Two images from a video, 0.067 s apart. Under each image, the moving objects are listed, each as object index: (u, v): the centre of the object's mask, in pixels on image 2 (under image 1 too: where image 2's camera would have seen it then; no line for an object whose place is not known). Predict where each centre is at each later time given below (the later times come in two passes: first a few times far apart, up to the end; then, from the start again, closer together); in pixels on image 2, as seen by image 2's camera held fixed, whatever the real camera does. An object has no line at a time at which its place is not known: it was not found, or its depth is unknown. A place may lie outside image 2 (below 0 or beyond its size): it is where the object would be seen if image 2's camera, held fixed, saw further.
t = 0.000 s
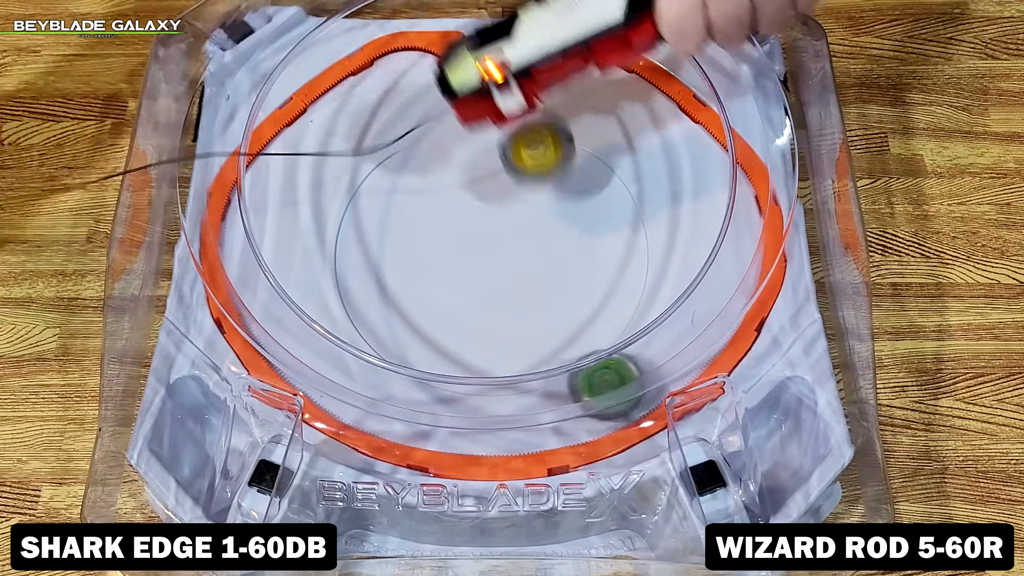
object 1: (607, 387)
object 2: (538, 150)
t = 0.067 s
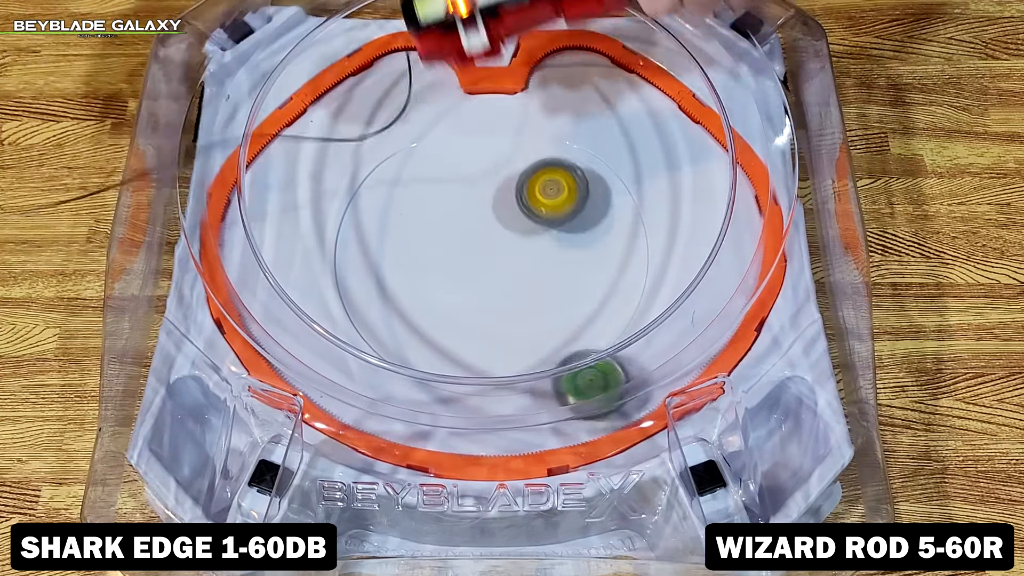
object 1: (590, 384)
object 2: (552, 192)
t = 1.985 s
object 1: (577, 410)
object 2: (445, 432)
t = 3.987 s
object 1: (471, 299)
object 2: (516, 88)
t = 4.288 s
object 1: (590, 384)
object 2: (404, 232)
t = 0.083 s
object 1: (588, 383)
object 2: (554, 200)
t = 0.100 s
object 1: (584, 382)
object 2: (556, 209)
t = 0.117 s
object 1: (578, 378)
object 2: (558, 220)
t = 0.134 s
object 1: (574, 378)
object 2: (561, 227)
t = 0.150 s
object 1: (571, 377)
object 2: (564, 235)
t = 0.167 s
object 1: (567, 376)
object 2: (567, 242)
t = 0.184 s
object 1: (563, 375)
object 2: (571, 248)
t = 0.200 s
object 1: (559, 373)
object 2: (576, 254)
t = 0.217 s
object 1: (555, 371)
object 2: (580, 259)
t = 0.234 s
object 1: (551, 369)
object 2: (586, 264)
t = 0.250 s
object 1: (553, 368)
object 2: (589, 267)
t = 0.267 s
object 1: (543, 362)
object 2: (594, 269)
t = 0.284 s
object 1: (545, 362)
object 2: (598, 271)
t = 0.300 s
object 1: (541, 359)
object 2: (604, 272)
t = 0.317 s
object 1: (532, 349)
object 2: (609, 273)
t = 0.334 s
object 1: (534, 346)
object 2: (613, 272)
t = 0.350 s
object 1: (538, 343)
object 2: (619, 271)
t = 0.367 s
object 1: (538, 339)
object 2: (625, 269)
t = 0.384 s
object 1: (537, 334)
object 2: (630, 267)
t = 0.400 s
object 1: (537, 328)
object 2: (634, 263)
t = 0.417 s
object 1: (536, 322)
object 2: (638, 258)
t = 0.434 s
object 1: (535, 316)
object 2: (642, 252)
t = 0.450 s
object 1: (533, 310)
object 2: (639, 246)
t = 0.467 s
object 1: (529, 304)
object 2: (637, 240)
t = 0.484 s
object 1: (526, 298)
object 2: (635, 233)
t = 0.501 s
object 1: (522, 293)
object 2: (632, 224)
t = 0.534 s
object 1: (513, 284)
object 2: (628, 206)
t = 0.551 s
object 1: (508, 280)
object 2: (625, 197)
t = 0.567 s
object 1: (501, 276)
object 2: (619, 187)
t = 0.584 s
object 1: (495, 273)
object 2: (613, 179)
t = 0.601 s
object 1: (489, 270)
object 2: (604, 170)
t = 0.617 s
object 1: (482, 267)
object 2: (592, 163)
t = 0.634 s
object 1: (475, 265)
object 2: (579, 157)
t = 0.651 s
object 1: (469, 264)
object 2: (565, 152)
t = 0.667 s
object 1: (462, 263)
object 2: (551, 149)
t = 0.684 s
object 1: (456, 262)
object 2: (535, 148)
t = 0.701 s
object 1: (450, 262)
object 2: (518, 147)
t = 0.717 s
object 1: (443, 262)
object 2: (501, 147)
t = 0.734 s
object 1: (438, 263)
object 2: (484, 150)
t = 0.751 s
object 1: (433, 264)
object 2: (467, 154)
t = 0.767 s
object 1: (428, 266)
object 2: (450, 159)
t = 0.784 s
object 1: (424, 268)
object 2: (433, 166)
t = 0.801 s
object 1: (421, 270)
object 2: (417, 173)
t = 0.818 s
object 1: (418, 272)
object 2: (403, 183)
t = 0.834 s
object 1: (414, 274)
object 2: (389, 194)
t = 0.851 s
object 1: (413, 276)
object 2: (376, 206)
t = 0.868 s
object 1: (408, 283)
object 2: (365, 211)
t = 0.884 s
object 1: (425, 326)
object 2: (340, 181)
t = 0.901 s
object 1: (448, 367)
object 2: (321, 152)
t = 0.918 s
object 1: (464, 390)
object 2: (301, 125)
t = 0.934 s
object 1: (488, 426)
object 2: (291, 104)
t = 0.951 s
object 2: (291, 110)
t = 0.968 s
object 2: (293, 125)
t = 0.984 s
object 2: (298, 143)
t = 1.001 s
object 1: (581, 375)
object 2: (304, 165)
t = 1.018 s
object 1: (602, 355)
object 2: (311, 189)
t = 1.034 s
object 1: (620, 336)
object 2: (319, 218)
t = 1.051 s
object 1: (637, 318)
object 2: (326, 249)
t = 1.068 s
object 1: (651, 294)
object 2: (335, 272)
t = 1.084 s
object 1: (662, 273)
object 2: (338, 291)
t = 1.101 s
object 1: (676, 252)
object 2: (343, 308)
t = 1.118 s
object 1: (685, 235)
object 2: (346, 332)
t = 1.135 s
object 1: (693, 219)
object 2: (355, 356)
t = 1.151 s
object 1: (702, 205)
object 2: (364, 374)
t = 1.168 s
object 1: (708, 189)
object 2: (370, 398)
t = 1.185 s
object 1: (712, 174)
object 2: (387, 416)
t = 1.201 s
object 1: (716, 162)
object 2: (406, 421)
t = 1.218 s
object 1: (717, 152)
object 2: (432, 415)
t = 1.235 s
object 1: (717, 142)
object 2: (452, 414)
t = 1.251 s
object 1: (716, 133)
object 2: (480, 406)
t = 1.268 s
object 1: (713, 126)
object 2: (506, 391)
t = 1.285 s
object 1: (709, 118)
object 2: (531, 386)
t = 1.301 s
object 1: (703, 112)
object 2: (559, 378)
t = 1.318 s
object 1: (695, 106)
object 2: (583, 367)
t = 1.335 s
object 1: (686, 101)
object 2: (607, 354)
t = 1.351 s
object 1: (681, 95)
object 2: (626, 340)
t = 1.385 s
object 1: (666, 85)
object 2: (667, 307)
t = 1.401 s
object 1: (657, 80)
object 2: (682, 292)
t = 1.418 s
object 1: (648, 75)
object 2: (696, 273)
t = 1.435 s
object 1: (639, 70)
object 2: (708, 255)
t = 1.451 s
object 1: (630, 65)
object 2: (717, 236)
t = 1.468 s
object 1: (620, 59)
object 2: (725, 217)
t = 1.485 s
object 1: (610, 54)
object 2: (731, 198)
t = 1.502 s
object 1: (601, 49)
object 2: (735, 180)
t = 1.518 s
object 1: (591, 44)
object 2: (735, 162)
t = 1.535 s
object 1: (581, 38)
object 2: (735, 146)
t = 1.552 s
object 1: (570, 36)
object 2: (714, 122)
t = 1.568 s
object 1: (559, 38)
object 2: (679, 99)
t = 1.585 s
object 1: (548, 53)
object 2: (646, 79)
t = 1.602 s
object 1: (537, 68)
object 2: (613, 61)
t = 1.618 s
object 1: (513, 96)
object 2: (597, 43)
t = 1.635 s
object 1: (480, 123)
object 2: (573, 30)
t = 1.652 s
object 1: (451, 147)
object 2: (533, 45)
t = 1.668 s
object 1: (423, 173)
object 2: (496, 57)
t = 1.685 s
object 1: (395, 195)
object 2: (455, 77)
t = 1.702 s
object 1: (371, 216)
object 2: (417, 97)
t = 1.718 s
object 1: (345, 234)
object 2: (377, 120)
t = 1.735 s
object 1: (327, 252)
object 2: (341, 143)
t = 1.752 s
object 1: (312, 271)
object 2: (305, 157)
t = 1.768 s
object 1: (300, 288)
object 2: (270, 169)
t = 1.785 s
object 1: (286, 312)
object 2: (233, 184)
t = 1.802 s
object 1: (272, 335)
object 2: (197, 201)
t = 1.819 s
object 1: (291, 346)
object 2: (184, 222)
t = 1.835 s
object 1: (335, 351)
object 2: (202, 246)
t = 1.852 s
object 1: (352, 359)
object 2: (224, 275)
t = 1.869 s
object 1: (393, 374)
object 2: (241, 301)
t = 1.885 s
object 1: (426, 383)
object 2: (263, 325)
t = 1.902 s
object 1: (453, 392)
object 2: (289, 344)
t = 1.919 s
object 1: (475, 394)
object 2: (316, 363)
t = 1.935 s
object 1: (498, 393)
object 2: (342, 384)
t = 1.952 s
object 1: (522, 398)
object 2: (375, 402)
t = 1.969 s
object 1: (550, 406)
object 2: (410, 416)
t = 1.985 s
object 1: (577, 410)
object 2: (445, 432)
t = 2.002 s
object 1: (595, 410)
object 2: (478, 444)
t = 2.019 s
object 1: (621, 407)
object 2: (523, 436)
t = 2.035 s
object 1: (689, 394)
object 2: (500, 421)
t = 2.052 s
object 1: (735, 359)
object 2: (468, 412)
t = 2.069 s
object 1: (784, 317)
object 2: (441, 400)
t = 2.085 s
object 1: (818, 286)
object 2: (409, 393)
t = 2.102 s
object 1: (810, 262)
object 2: (375, 387)
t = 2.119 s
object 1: (770, 231)
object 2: (345, 381)
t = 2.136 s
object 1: (733, 205)
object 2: (324, 368)
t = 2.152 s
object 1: (703, 186)
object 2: (302, 358)
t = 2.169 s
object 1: (681, 160)
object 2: (275, 346)
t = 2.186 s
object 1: (658, 132)
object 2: (253, 336)
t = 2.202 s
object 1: (635, 106)
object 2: (250, 320)
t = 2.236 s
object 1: (591, 69)
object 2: (253, 283)
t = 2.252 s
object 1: (571, 50)
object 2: (255, 263)
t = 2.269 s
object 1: (554, 37)
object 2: (256, 246)
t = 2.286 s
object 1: (550, 43)
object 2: (256, 228)
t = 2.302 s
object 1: (546, 54)
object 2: (259, 213)
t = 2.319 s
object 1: (544, 67)
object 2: (260, 200)
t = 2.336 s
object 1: (543, 82)
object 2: (260, 186)
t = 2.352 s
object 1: (548, 107)
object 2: (261, 174)
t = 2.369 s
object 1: (542, 127)
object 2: (262, 163)
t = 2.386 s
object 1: (535, 150)
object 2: (263, 153)
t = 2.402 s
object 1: (533, 170)
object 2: (263, 144)
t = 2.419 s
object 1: (531, 184)
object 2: (262, 137)
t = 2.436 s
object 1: (527, 199)
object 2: (261, 129)
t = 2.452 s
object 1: (522, 216)
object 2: (261, 127)
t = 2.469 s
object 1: (516, 236)
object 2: (264, 134)
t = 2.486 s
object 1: (511, 257)
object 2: (267, 146)
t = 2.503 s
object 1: (510, 269)
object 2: (274, 158)
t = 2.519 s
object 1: (506, 283)
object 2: (276, 172)
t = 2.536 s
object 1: (502, 299)
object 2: (277, 181)
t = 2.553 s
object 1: (501, 309)
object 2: (279, 193)
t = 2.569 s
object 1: (499, 319)
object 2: (280, 206)
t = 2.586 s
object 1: (497, 330)
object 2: (280, 216)
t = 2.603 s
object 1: (498, 338)
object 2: (278, 229)
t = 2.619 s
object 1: (497, 342)
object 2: (275, 240)
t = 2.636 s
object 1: (497, 346)
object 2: (272, 251)
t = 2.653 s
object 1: (500, 348)
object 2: (267, 264)
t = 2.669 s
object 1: (503, 350)
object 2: (265, 275)
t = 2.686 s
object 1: (507, 351)
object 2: (261, 286)
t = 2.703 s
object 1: (514, 350)
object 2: (250, 302)
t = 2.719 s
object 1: (521, 350)
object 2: (247, 313)
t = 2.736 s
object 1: (528, 346)
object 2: (266, 324)
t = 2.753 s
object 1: (538, 345)
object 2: (298, 331)
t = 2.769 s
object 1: (546, 344)
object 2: (327, 349)
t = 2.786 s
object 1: (553, 340)
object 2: (350, 364)
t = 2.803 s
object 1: (562, 337)
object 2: (372, 375)
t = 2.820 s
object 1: (573, 337)
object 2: (393, 391)
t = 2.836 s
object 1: (577, 334)
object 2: (415, 406)
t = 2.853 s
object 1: (587, 329)
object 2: (443, 415)
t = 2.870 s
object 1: (594, 324)
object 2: (464, 422)
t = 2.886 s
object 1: (603, 320)
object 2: (488, 429)
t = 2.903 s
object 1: (610, 316)
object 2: (514, 430)
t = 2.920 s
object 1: (618, 313)
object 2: (557, 417)
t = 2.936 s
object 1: (623, 308)
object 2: (594, 404)
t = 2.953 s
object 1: (627, 304)
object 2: (632, 389)
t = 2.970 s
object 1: (628, 297)
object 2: (665, 369)
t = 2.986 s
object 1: (630, 290)
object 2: (701, 346)
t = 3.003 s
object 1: (633, 283)
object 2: (727, 312)
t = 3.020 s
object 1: (634, 277)
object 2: (753, 274)
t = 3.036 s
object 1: (635, 269)
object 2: (763, 235)
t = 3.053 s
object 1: (635, 261)
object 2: (763, 200)
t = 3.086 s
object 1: (636, 246)
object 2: (736, 135)
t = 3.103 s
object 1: (637, 239)
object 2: (711, 110)
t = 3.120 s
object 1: (635, 233)
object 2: (677, 87)
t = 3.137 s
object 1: (634, 227)
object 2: (641, 62)
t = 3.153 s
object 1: (631, 220)
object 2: (607, 42)
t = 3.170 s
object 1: (626, 215)
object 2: (570, 25)
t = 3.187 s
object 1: (622, 210)
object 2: (543, 35)
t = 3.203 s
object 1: (618, 205)
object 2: (519, 48)
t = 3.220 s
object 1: (613, 200)
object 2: (493, 65)
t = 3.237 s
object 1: (609, 197)
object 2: (468, 84)
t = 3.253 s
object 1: (605, 195)
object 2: (441, 107)
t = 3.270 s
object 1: (600, 193)
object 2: (418, 131)
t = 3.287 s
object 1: (596, 192)
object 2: (394, 149)
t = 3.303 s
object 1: (590, 191)
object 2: (370, 161)
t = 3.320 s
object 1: (586, 190)
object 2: (345, 174)
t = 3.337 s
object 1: (581, 190)
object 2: (320, 194)
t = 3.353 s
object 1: (576, 190)
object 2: (296, 212)
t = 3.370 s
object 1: (570, 190)
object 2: (276, 222)
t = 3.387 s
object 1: (564, 191)
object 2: (249, 237)
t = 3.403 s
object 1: (559, 192)
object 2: (223, 252)
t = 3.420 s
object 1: (555, 193)
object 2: (235, 265)
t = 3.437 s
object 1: (548, 194)
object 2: (261, 278)
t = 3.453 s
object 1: (541, 195)
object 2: (283, 295)
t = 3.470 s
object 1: (535, 197)
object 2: (308, 315)
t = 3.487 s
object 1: (529, 199)
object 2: (337, 335)
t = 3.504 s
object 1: (524, 202)
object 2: (364, 354)
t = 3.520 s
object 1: (518, 205)
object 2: (387, 365)
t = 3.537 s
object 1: (514, 207)
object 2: (416, 378)
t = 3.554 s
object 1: (510, 211)
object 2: (439, 388)
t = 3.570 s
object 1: (505, 214)
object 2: (464, 408)
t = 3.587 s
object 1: (501, 218)
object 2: (485, 414)
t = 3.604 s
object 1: (498, 221)
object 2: (510, 419)
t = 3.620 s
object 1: (495, 226)
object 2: (536, 427)
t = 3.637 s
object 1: (491, 230)
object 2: (559, 421)
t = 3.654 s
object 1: (488, 234)
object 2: (598, 392)
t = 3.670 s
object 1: (486, 238)
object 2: (631, 360)
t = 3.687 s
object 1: (483, 242)
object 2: (661, 336)
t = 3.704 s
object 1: (481, 246)
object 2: (691, 309)
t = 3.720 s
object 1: (479, 250)
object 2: (723, 284)
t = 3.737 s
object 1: (476, 254)
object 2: (753, 259)
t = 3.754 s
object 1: (474, 258)
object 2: (765, 232)
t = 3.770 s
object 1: (473, 262)
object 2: (763, 202)
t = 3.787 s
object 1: (472, 266)
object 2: (757, 173)
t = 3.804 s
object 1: (472, 269)
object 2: (746, 150)
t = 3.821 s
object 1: (471, 273)
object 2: (731, 134)
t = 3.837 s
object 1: (471, 276)
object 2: (711, 117)
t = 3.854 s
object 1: (470, 280)
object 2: (685, 100)
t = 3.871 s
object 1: (470, 283)
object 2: (665, 82)
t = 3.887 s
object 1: (470, 286)
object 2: (646, 67)
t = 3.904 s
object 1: (470, 289)
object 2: (626, 52)
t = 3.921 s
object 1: (469, 291)
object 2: (604, 38)
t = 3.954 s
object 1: (470, 295)
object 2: (544, 45)
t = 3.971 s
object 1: (471, 297)
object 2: (530, 65)
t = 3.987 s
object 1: (471, 299)
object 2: (516, 88)
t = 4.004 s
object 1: (471, 301)
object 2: (503, 119)
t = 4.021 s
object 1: (472, 302)
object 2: (489, 146)
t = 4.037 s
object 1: (473, 303)
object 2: (475, 174)
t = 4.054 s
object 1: (474, 304)
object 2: (461, 198)
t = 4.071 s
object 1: (474, 305)
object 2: (447, 223)
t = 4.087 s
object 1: (476, 308)
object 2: (432, 245)
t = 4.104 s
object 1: (482, 327)
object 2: (411, 247)
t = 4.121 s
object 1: (496, 348)
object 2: (390, 244)
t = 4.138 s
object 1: (504, 360)
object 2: (371, 240)
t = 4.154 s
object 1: (517, 377)
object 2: (352, 235)
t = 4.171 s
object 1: (525, 382)
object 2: (341, 232)
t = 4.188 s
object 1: (535, 387)
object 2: (348, 229)
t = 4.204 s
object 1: (544, 395)
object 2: (357, 228)
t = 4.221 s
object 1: (557, 412)
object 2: (366, 229)
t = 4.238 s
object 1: (561, 414)
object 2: (375, 232)
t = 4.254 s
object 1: (567, 420)
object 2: (385, 232)
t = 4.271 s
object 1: (574, 418)
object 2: (394, 231)
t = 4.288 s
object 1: (590, 384)
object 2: (404, 232)
